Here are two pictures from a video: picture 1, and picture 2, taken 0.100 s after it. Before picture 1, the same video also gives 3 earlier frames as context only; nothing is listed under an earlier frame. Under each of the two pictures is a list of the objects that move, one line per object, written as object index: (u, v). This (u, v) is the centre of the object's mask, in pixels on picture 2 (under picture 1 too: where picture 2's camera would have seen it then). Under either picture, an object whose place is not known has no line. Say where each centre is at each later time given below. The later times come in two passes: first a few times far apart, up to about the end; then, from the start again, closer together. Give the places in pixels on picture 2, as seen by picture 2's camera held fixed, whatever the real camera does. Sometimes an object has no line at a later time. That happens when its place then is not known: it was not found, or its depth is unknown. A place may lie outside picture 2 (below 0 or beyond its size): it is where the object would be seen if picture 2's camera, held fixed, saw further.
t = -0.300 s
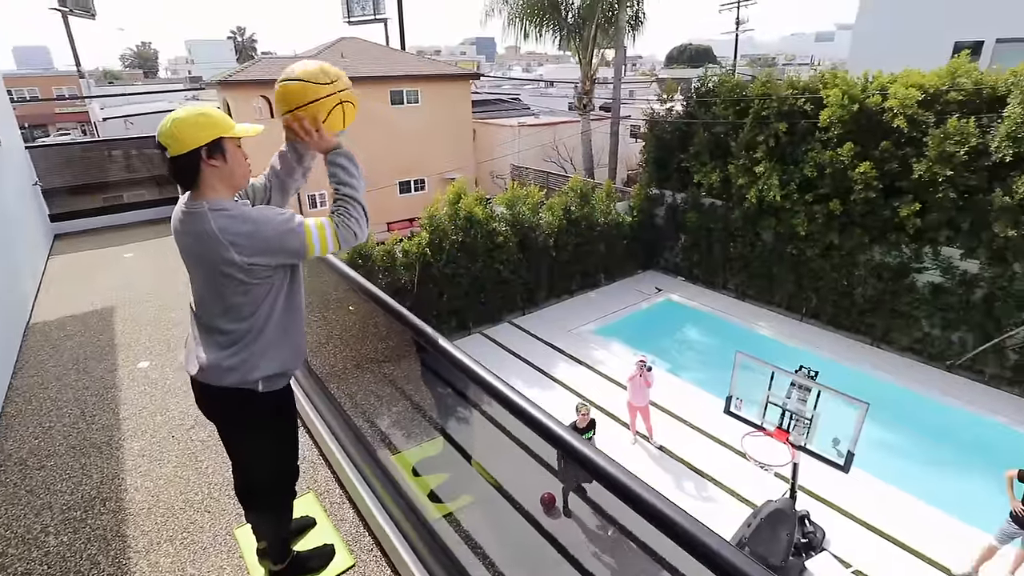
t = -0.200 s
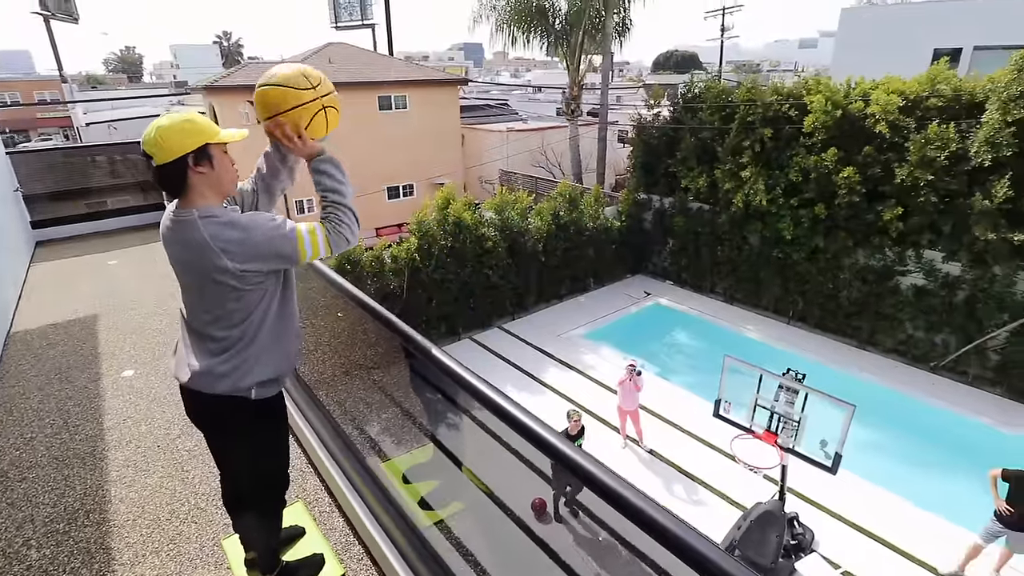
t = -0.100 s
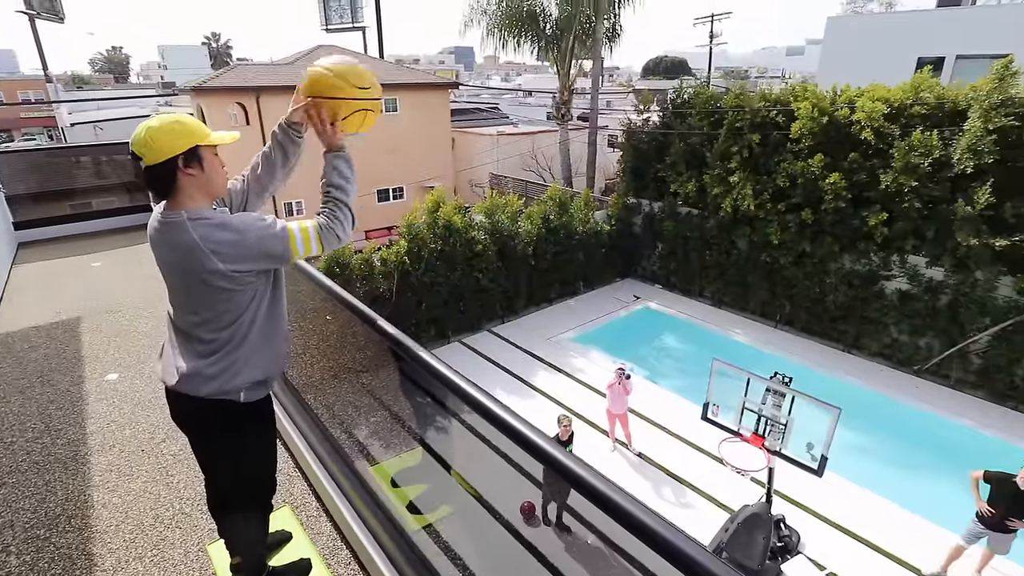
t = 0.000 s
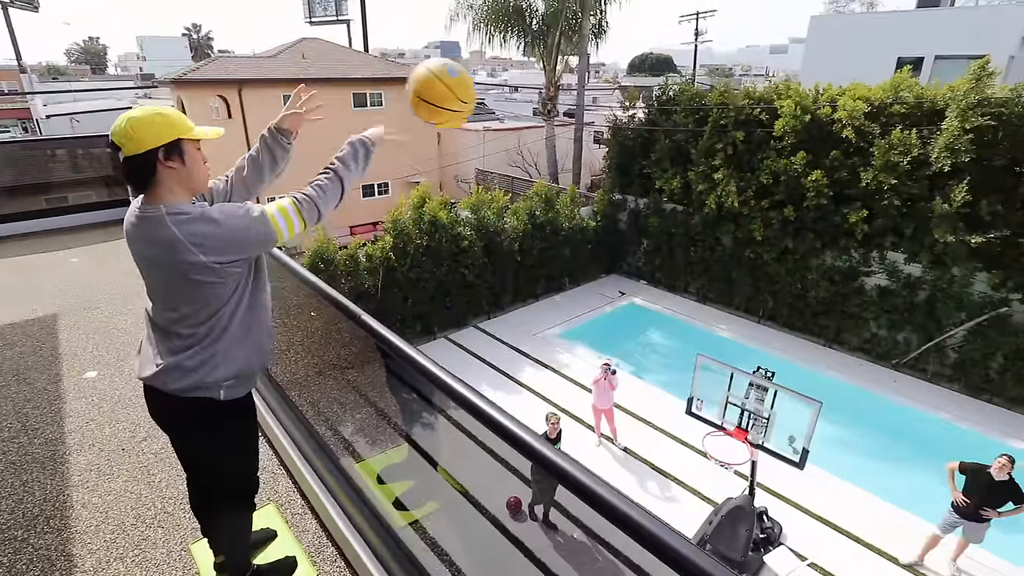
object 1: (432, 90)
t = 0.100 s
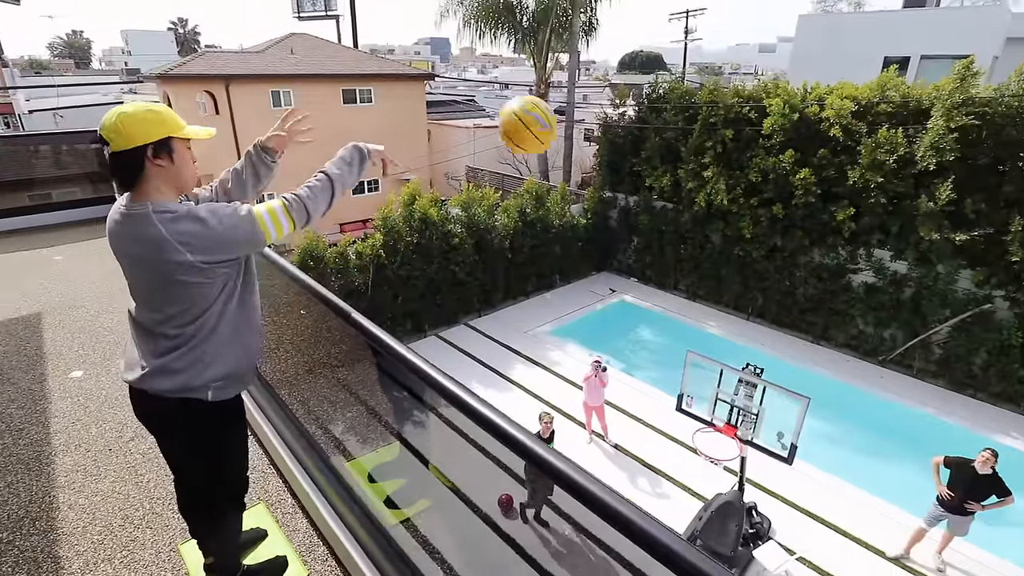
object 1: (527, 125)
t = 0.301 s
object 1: (643, 222)
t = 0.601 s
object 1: (717, 377)
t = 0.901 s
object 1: (696, 454)
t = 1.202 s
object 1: (667, 509)
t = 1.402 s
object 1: (636, 583)
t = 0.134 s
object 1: (553, 139)
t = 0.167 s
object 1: (576, 155)
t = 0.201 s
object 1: (595, 171)
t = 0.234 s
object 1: (613, 188)
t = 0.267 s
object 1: (629, 205)
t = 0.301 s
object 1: (643, 222)
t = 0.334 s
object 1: (655, 240)
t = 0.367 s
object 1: (667, 257)
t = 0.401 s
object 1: (677, 275)
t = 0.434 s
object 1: (686, 292)
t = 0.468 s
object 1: (693, 309)
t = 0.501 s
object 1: (701, 327)
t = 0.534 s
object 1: (707, 343)
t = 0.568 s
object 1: (712, 360)
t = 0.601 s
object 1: (717, 377)
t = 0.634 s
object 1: (720, 393)
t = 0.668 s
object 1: (724, 410)
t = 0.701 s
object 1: (727, 424)
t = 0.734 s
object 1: (730, 439)
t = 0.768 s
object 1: (723, 447)
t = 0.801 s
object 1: (712, 448)
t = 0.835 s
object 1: (703, 451)
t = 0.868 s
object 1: (698, 451)
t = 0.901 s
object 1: (696, 454)
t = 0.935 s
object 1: (694, 458)
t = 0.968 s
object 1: (691, 462)
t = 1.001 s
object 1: (688, 467)
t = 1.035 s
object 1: (685, 471)
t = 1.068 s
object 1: (682, 477)
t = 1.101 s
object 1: (677, 485)
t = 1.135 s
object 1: (674, 493)
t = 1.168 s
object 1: (671, 503)
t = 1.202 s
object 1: (667, 509)
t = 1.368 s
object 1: (642, 576)
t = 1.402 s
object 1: (636, 583)
